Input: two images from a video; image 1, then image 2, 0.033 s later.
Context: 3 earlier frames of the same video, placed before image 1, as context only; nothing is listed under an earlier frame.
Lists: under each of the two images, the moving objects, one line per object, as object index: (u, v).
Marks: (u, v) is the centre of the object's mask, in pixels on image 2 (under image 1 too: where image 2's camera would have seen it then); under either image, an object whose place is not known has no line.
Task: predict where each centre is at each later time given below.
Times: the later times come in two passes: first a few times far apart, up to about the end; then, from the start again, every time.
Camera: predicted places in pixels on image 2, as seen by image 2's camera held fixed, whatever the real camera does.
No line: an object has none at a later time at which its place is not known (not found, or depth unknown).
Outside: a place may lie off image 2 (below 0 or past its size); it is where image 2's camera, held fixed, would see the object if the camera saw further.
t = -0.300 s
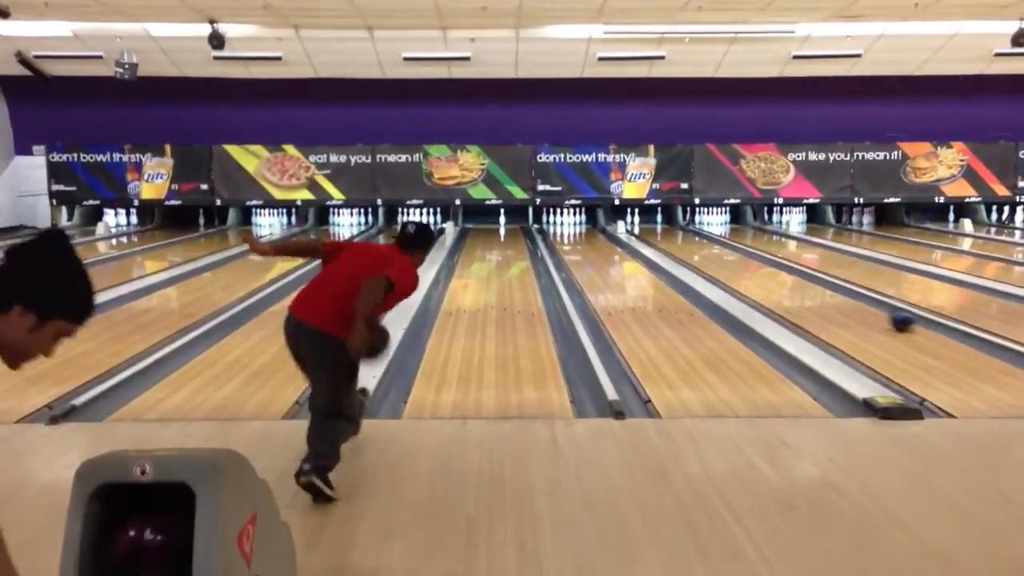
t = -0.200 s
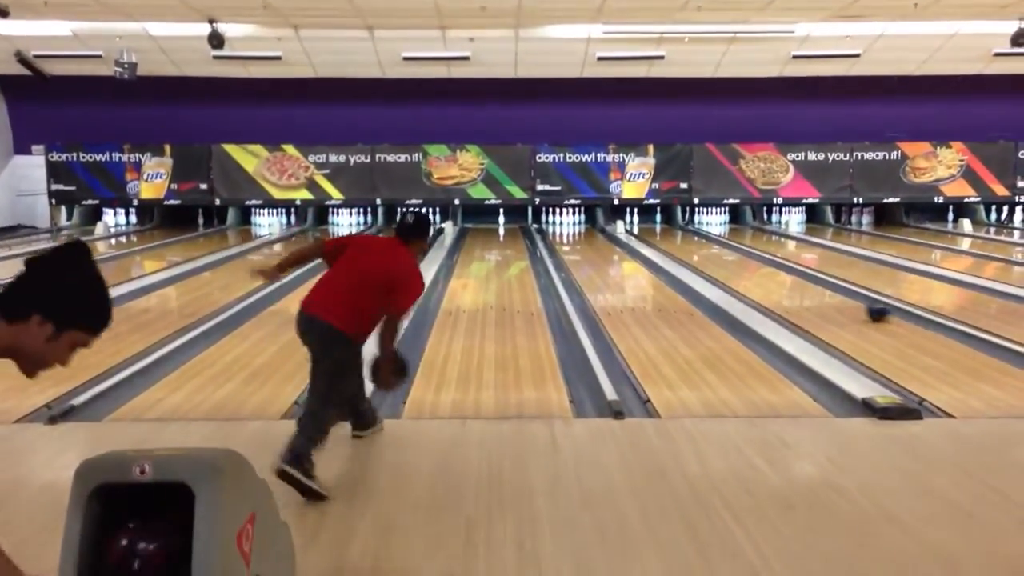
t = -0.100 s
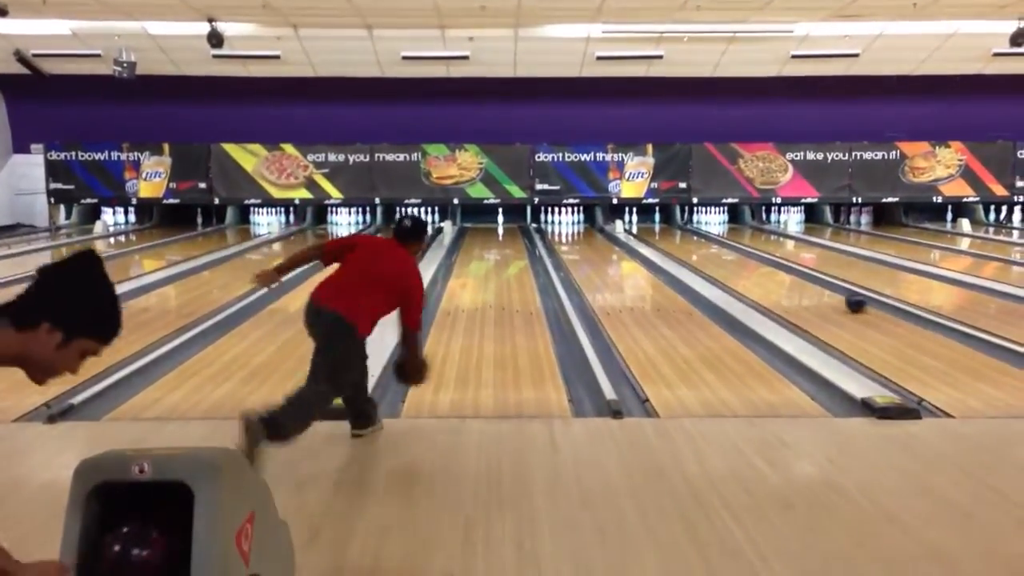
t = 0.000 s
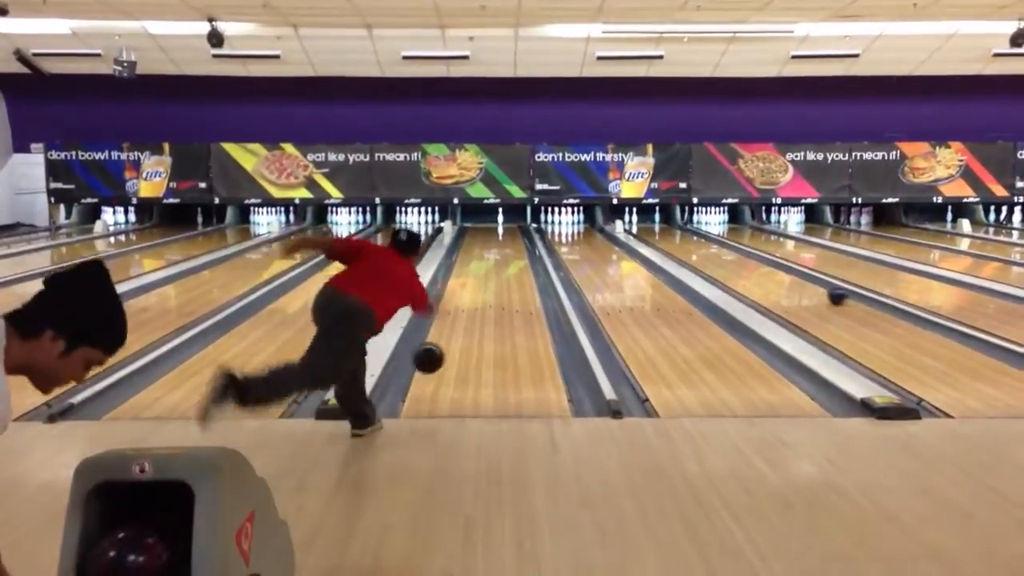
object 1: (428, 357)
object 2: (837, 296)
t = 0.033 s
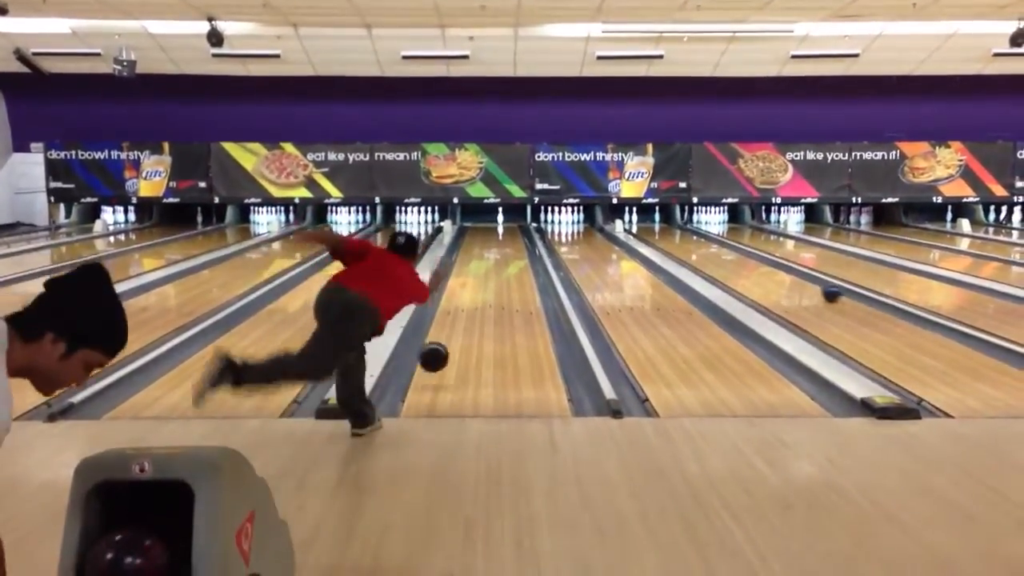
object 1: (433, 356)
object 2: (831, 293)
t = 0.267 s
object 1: (462, 328)
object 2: (796, 280)
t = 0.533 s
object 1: (484, 300)
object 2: (762, 266)
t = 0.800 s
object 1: (498, 279)
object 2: (736, 256)
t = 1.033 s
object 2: (716, 248)
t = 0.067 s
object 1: (438, 357)
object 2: (826, 291)
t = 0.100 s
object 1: (442, 358)
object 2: (820, 289)
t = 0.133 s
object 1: (448, 348)
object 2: (815, 288)
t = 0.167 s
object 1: (451, 340)
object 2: (809, 286)
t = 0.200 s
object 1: (455, 335)
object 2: (805, 283)
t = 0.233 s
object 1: (459, 331)
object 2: (801, 282)
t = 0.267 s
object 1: (462, 328)
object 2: (796, 280)
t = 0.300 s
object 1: (465, 326)
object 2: (791, 278)
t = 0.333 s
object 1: (468, 322)
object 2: (786, 276)
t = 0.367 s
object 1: (471, 318)
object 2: (782, 275)
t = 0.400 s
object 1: (474, 314)
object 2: (778, 273)
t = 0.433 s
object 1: (477, 310)
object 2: (774, 271)
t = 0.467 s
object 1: (479, 307)
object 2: (770, 269)
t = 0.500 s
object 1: (481, 303)
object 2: (766, 268)
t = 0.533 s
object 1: (484, 300)
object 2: (762, 266)
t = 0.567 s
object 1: (486, 297)
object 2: (759, 265)
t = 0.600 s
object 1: (488, 294)
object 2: (755, 263)
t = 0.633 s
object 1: (490, 291)
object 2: (752, 262)
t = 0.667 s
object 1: (492, 288)
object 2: (748, 261)
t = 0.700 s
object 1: (493, 286)
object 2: (745, 260)
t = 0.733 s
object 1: (495, 284)
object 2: (742, 258)
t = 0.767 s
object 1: (497, 281)
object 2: (739, 257)
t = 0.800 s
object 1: (498, 279)
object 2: (736, 256)
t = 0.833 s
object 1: (500, 277)
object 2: (733, 255)
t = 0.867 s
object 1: (502, 274)
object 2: (730, 254)
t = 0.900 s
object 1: (503, 271)
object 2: (728, 253)
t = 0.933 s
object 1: (505, 268)
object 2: (725, 252)
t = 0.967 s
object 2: (722, 250)
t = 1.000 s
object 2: (719, 250)
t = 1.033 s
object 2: (716, 248)
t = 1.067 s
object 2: (714, 247)
